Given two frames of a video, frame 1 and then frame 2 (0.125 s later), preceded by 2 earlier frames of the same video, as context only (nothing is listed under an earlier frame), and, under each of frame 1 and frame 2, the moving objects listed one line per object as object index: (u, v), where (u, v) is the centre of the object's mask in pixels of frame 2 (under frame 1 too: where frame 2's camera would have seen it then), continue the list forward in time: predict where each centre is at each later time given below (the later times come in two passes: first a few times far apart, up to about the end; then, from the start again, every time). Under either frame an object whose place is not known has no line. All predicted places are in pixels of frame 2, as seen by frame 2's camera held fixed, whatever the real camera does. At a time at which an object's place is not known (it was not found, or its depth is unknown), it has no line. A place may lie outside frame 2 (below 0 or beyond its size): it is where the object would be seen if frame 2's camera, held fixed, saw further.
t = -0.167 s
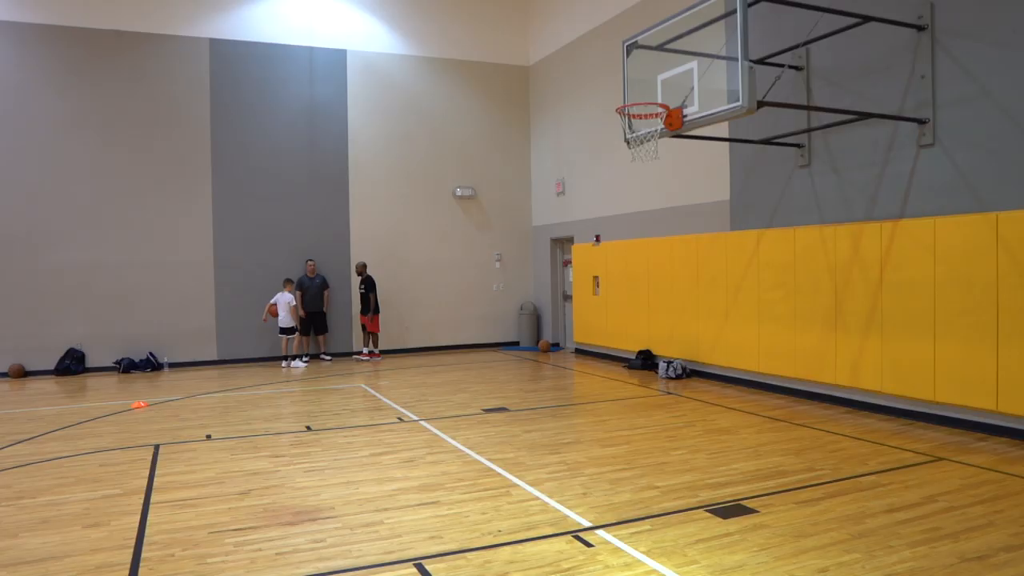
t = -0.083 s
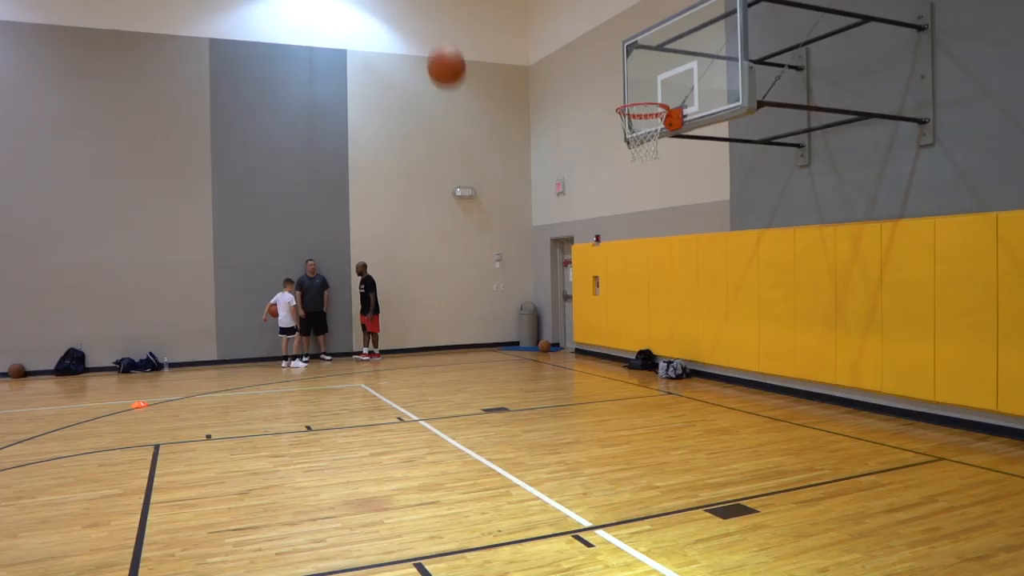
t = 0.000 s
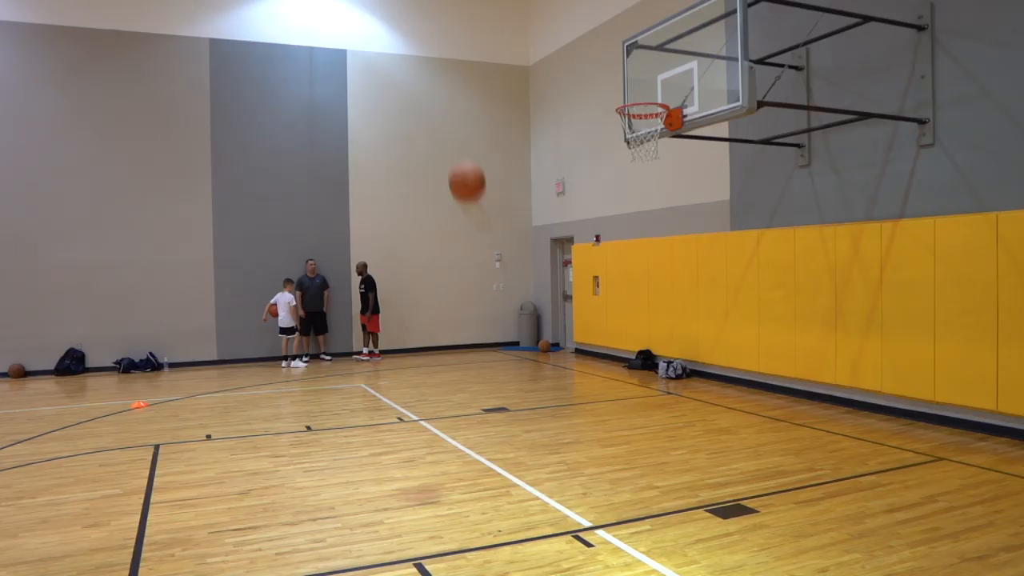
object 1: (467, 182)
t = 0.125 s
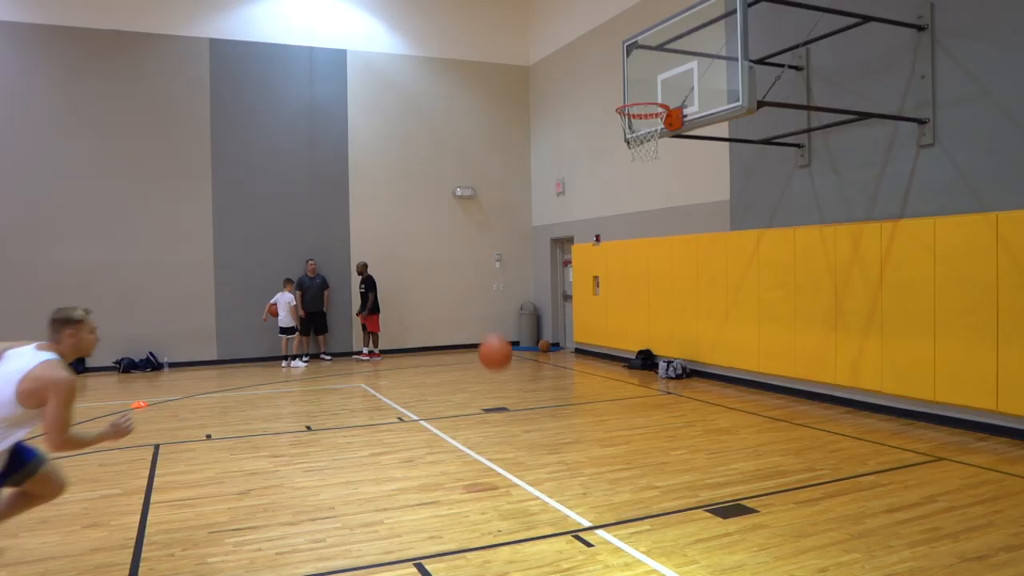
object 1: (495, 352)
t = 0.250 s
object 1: (515, 442)
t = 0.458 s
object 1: (526, 273)
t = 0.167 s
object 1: (504, 408)
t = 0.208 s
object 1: (512, 462)
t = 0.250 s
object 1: (515, 442)
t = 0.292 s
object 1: (517, 404)
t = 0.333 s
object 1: (519, 367)
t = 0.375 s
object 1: (522, 332)
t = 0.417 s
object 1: (524, 302)
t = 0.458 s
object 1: (526, 273)
